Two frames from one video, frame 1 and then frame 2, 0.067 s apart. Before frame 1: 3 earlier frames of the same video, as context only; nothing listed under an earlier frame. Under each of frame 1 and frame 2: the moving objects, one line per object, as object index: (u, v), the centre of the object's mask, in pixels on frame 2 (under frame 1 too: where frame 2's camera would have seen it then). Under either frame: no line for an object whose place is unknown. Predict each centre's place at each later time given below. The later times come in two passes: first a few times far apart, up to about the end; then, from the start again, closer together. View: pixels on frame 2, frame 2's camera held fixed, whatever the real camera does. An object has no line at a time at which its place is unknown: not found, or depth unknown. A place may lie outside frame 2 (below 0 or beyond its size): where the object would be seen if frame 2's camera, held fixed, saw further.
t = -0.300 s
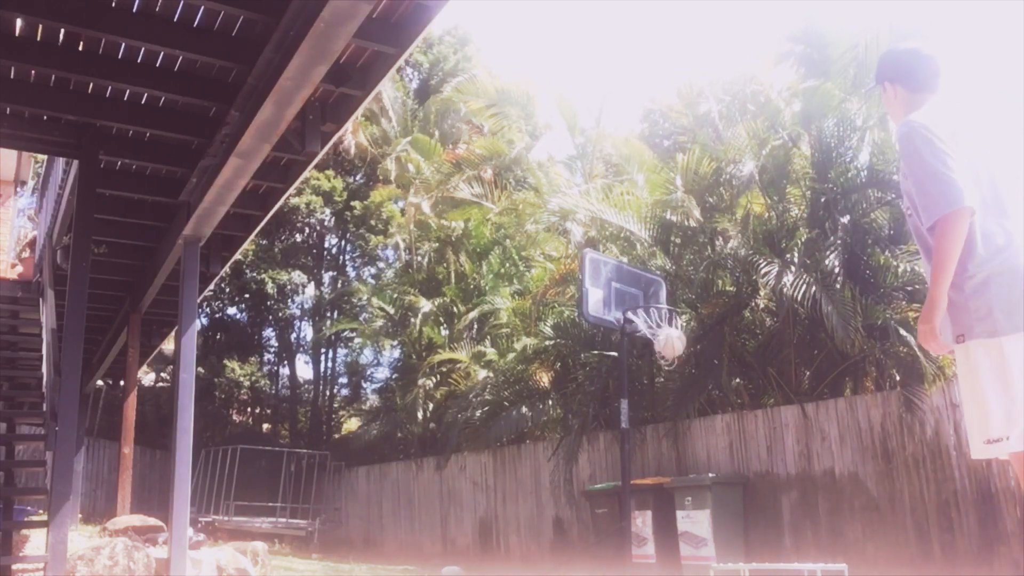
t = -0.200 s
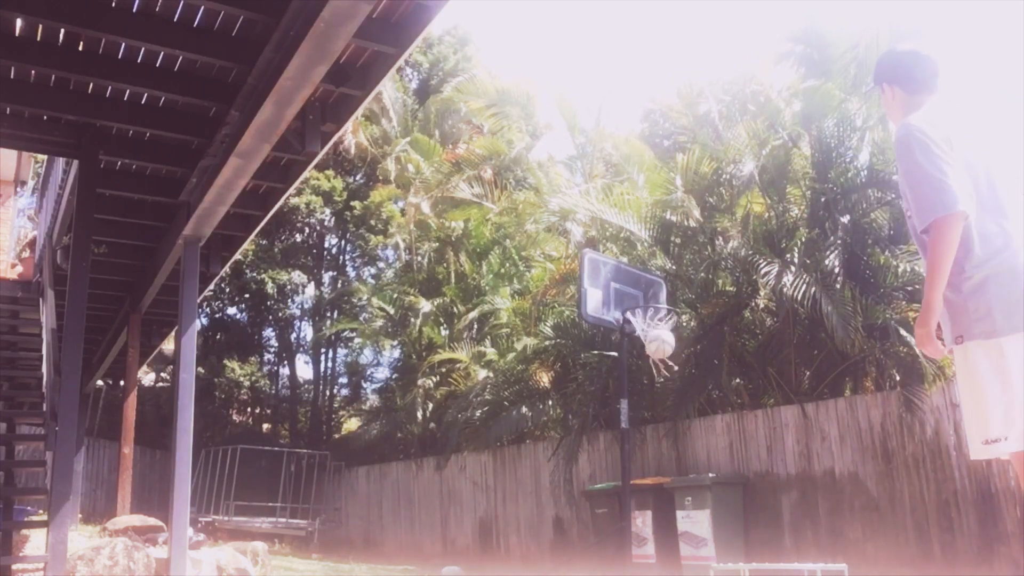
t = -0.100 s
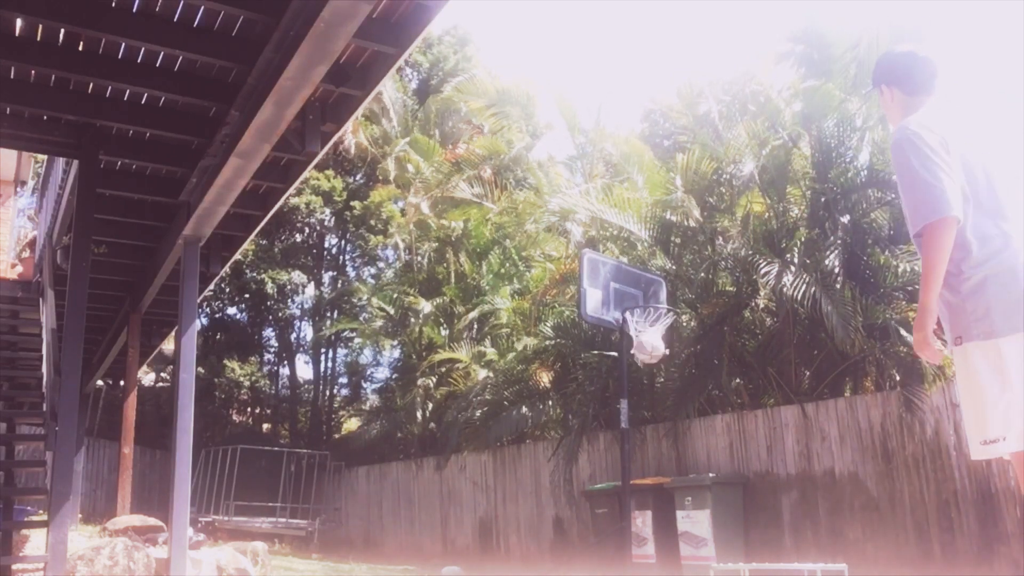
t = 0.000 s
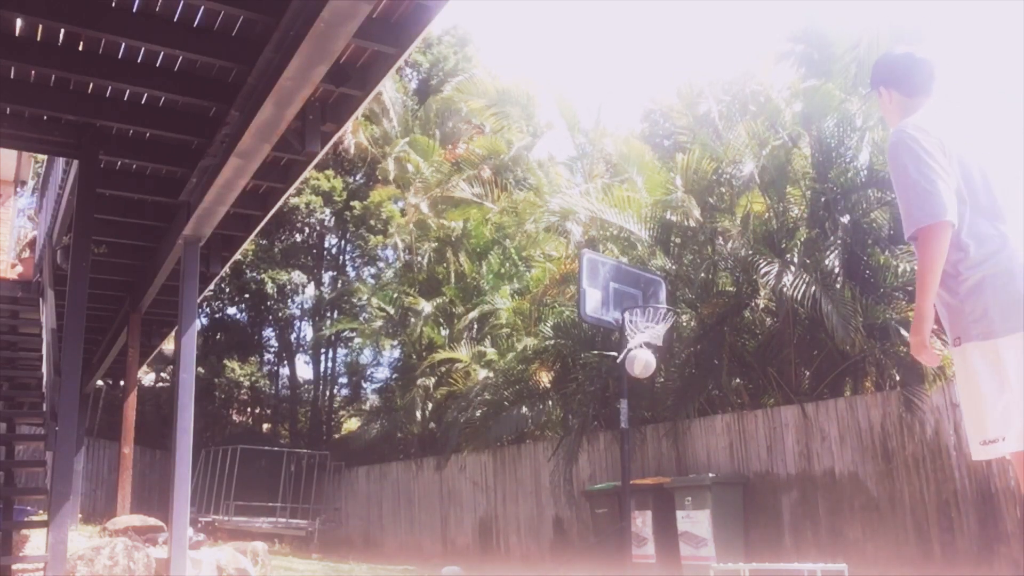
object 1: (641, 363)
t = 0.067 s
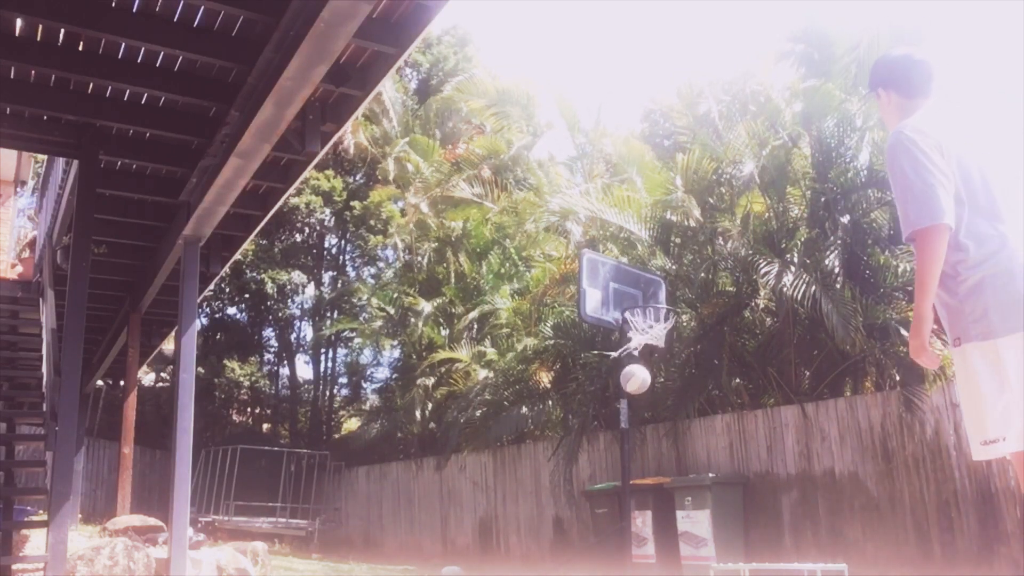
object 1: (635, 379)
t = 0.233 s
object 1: (624, 443)
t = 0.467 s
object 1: (615, 565)
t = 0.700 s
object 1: (618, 460)
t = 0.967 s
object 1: (629, 427)
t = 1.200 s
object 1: (647, 474)
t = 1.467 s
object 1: (674, 552)
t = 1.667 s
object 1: (687, 489)
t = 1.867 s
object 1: (706, 484)
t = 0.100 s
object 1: (633, 389)
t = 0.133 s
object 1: (631, 401)
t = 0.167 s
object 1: (629, 413)
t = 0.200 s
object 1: (626, 427)
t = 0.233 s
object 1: (624, 443)
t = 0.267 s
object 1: (622, 460)
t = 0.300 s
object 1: (621, 479)
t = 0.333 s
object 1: (619, 499)
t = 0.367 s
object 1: (618, 522)
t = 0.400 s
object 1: (616, 545)
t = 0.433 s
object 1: (616, 566)
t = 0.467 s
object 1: (615, 565)
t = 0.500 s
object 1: (615, 548)
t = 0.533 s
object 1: (615, 530)
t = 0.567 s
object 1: (615, 512)
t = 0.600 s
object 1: (616, 497)
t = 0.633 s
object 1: (616, 483)
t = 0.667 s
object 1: (617, 471)
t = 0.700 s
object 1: (618, 460)
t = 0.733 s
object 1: (619, 451)
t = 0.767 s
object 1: (620, 443)
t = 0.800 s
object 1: (621, 437)
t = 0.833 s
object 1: (622, 432)
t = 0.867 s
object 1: (624, 429)
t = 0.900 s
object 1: (625, 427)
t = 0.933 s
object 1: (627, 427)
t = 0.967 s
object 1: (629, 427)
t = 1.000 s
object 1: (631, 430)
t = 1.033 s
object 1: (633, 434)
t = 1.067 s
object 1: (636, 439)
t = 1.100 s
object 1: (638, 445)
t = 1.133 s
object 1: (641, 454)
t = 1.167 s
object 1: (644, 463)
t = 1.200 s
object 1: (647, 474)
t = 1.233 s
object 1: (651, 487)
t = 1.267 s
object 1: (654, 501)
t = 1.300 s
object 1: (657, 518)
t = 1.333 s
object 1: (663, 535)
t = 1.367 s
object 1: (666, 554)
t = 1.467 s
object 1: (674, 552)
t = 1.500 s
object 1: (676, 538)
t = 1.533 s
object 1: (678, 524)
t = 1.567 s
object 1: (680, 513)
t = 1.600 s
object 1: (682, 503)
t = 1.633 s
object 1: (684, 495)
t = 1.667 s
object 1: (687, 489)
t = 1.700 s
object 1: (690, 484)
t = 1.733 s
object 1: (693, 481)
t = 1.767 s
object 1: (696, 480)
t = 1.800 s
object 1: (699, 479)
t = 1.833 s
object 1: (703, 481)
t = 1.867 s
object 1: (706, 484)
